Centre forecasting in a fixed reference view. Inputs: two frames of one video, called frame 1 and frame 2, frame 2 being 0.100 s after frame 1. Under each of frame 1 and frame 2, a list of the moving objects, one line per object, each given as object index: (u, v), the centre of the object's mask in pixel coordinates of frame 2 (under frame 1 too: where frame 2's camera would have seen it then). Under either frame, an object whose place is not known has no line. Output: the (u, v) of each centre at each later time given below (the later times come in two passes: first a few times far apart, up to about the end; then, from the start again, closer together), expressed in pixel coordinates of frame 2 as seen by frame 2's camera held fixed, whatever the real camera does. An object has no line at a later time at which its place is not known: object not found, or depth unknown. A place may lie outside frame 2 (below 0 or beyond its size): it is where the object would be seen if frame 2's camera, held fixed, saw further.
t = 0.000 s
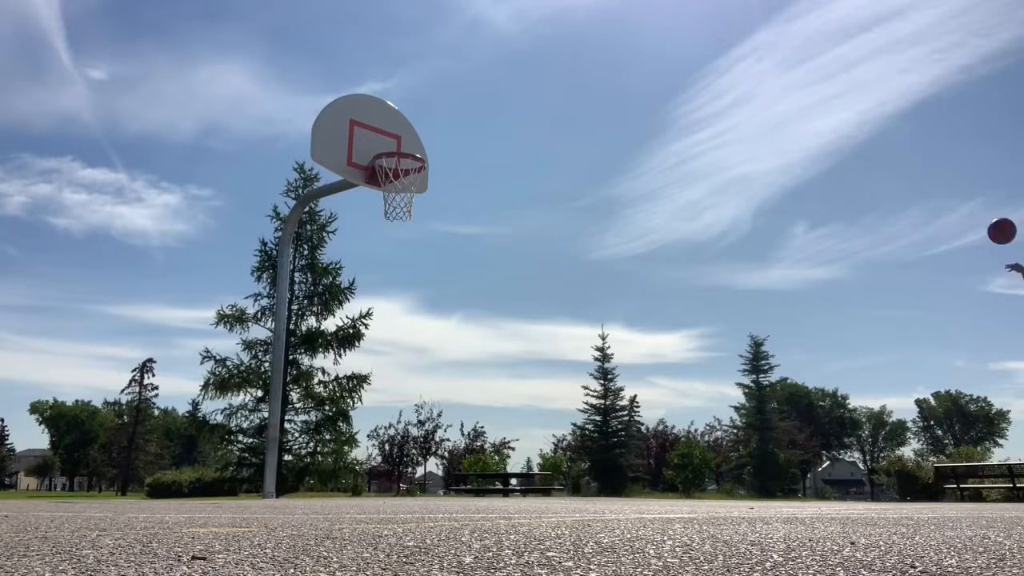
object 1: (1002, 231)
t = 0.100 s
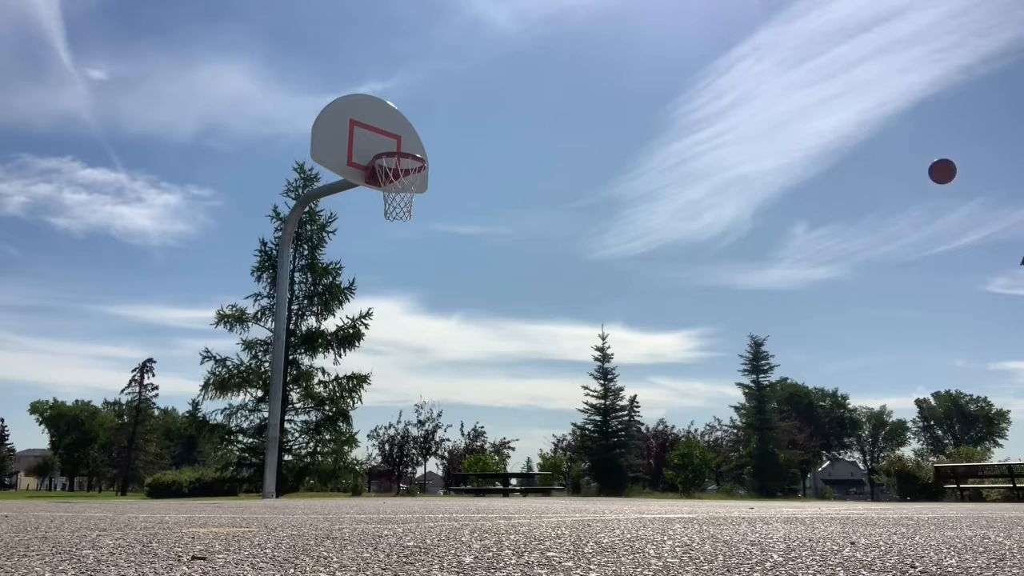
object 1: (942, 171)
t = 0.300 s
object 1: (829, 86)
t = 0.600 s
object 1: (672, 37)
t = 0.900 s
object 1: (521, 75)
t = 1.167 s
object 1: (385, 179)
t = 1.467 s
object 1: (360, 208)
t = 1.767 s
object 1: (339, 317)
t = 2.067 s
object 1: (322, 449)
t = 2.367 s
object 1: (354, 306)
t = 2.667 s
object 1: (379, 270)
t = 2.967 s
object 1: (401, 338)
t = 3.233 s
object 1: (417, 481)
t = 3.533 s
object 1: (431, 351)
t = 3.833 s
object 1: (442, 335)
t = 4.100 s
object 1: (449, 418)
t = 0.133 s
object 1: (923, 153)
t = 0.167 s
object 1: (904, 137)
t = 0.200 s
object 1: (885, 123)
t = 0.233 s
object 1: (866, 109)
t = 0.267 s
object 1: (848, 97)
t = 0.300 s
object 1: (829, 86)
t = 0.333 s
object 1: (811, 76)
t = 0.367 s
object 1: (793, 67)
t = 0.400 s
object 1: (776, 59)
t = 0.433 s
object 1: (758, 53)
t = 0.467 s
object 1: (741, 47)
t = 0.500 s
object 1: (723, 43)
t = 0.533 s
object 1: (706, 40)
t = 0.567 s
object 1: (689, 38)
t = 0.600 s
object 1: (672, 37)
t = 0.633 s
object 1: (655, 37)
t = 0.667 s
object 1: (638, 38)
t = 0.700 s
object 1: (621, 40)
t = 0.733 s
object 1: (604, 43)
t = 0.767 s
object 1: (588, 47)
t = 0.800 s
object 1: (571, 53)
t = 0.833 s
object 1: (554, 59)
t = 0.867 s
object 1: (537, 66)
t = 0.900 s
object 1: (521, 75)
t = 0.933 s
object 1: (504, 84)
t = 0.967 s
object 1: (487, 95)
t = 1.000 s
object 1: (470, 106)
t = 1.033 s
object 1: (453, 119)
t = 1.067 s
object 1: (436, 133)
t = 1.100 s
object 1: (419, 148)
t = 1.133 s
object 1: (399, 172)
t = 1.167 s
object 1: (385, 179)
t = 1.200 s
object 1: (376, 189)
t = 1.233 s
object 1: (373, 190)
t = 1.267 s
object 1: (371, 189)
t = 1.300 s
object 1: (369, 191)
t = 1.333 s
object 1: (367, 195)
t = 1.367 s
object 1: (365, 195)
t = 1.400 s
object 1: (364, 198)
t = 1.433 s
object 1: (362, 202)
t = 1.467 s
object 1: (360, 208)
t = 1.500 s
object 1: (358, 215)
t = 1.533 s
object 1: (356, 223)
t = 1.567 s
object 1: (354, 233)
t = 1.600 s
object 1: (352, 244)
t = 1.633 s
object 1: (349, 256)
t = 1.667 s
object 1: (347, 269)
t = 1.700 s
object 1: (345, 283)
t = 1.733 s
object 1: (343, 300)
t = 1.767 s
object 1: (339, 317)
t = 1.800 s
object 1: (337, 334)
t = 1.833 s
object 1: (334, 355)
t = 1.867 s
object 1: (330, 377)
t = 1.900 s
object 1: (327, 400)
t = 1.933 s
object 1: (324, 424)
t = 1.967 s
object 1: (320, 450)
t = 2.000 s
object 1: (316, 477)
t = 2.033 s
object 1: (318, 473)
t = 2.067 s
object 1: (322, 449)
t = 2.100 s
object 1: (327, 429)
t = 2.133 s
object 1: (332, 409)
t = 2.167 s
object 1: (334, 389)
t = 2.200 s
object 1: (338, 373)
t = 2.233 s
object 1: (341, 356)
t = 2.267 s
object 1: (344, 342)
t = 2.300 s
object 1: (347, 329)
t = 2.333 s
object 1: (351, 317)
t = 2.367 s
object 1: (354, 306)
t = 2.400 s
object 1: (357, 297)
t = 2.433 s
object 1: (360, 289)
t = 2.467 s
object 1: (363, 282)
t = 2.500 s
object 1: (366, 277)
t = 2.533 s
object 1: (368, 273)
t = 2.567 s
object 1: (371, 270)
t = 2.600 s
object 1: (374, 269)
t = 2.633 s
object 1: (376, 269)
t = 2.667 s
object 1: (379, 270)
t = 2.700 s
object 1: (382, 272)
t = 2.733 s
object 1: (384, 276)
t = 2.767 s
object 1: (387, 281)
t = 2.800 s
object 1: (389, 287)
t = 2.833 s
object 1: (392, 295)
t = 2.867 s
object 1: (394, 303)
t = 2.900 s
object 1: (397, 314)
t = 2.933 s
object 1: (399, 325)
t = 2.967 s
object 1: (401, 338)
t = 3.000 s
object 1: (403, 353)
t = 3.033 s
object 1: (406, 369)
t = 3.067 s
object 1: (407, 386)
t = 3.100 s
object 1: (409, 405)
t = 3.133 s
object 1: (411, 425)
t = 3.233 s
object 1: (417, 481)
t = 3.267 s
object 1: (418, 461)
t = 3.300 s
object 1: (420, 442)
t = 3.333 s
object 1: (422, 424)
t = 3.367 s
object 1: (423, 408)
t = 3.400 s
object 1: (425, 394)
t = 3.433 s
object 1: (427, 381)
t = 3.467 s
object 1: (428, 369)
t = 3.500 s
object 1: (430, 359)
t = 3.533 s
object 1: (431, 351)
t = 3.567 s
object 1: (433, 343)
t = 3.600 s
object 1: (434, 337)
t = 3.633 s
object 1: (435, 333)
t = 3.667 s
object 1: (437, 330)
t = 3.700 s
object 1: (438, 328)
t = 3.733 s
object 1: (439, 328)
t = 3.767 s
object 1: (440, 329)
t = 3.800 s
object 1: (441, 331)
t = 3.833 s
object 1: (442, 335)
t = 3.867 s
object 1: (443, 341)
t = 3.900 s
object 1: (444, 347)
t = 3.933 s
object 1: (445, 355)
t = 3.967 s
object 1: (446, 365)
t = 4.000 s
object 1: (447, 376)
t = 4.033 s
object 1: (448, 388)
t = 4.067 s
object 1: (448, 402)
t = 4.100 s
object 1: (449, 418)
